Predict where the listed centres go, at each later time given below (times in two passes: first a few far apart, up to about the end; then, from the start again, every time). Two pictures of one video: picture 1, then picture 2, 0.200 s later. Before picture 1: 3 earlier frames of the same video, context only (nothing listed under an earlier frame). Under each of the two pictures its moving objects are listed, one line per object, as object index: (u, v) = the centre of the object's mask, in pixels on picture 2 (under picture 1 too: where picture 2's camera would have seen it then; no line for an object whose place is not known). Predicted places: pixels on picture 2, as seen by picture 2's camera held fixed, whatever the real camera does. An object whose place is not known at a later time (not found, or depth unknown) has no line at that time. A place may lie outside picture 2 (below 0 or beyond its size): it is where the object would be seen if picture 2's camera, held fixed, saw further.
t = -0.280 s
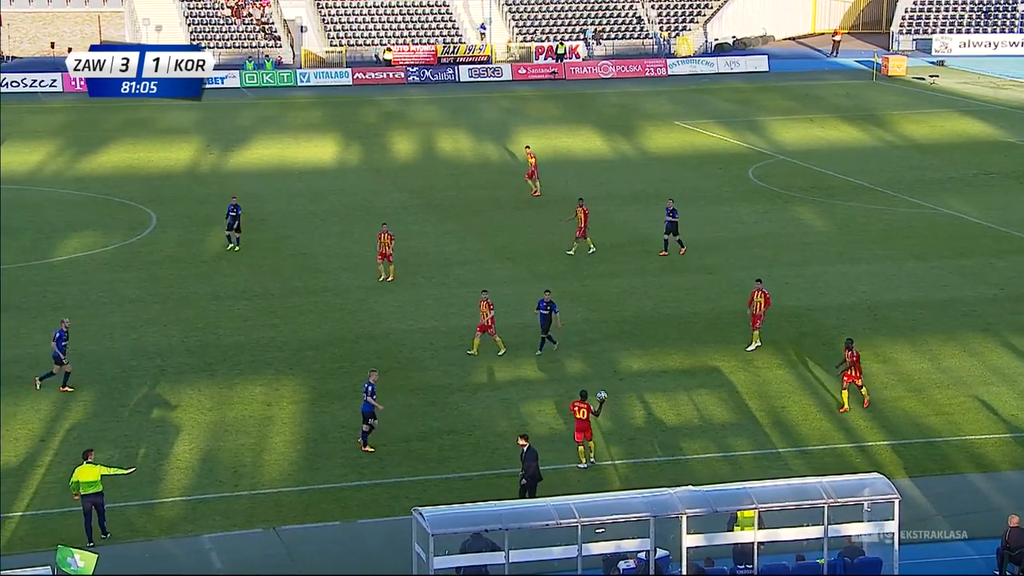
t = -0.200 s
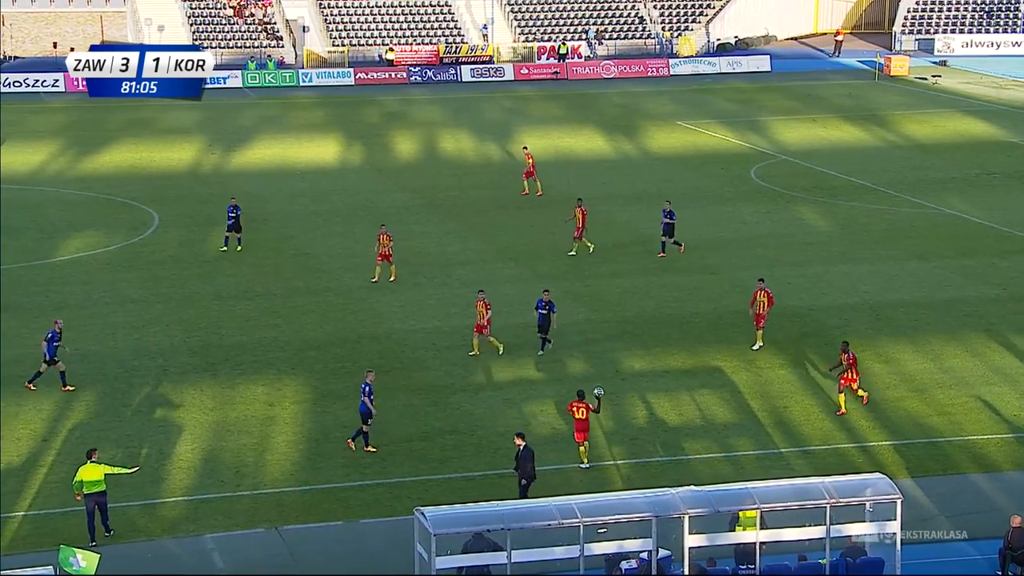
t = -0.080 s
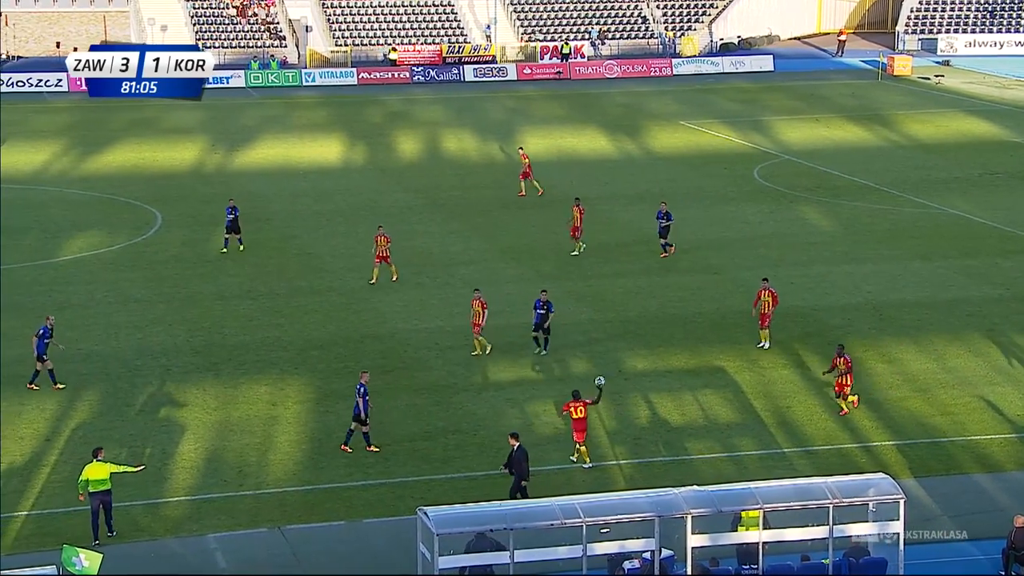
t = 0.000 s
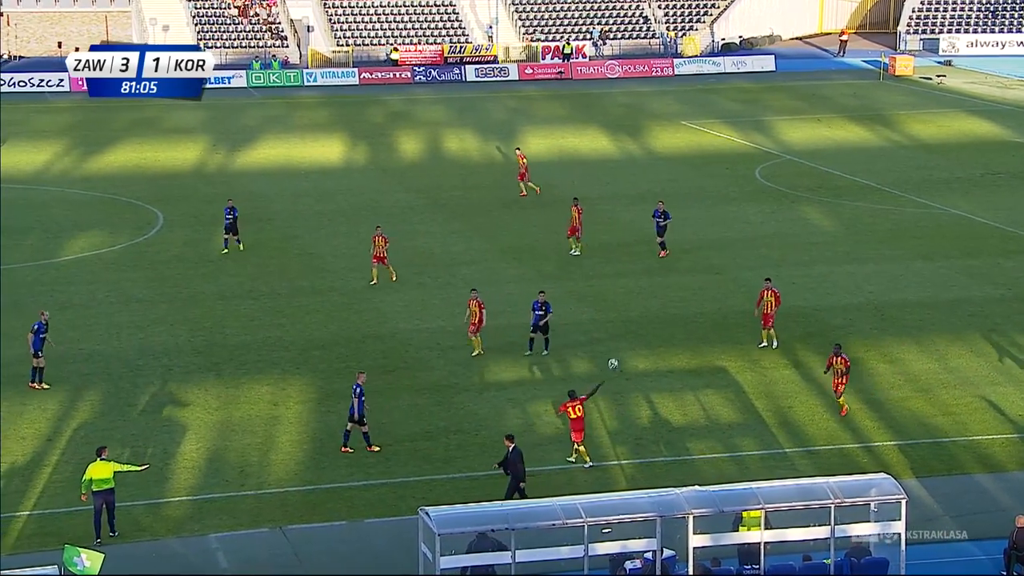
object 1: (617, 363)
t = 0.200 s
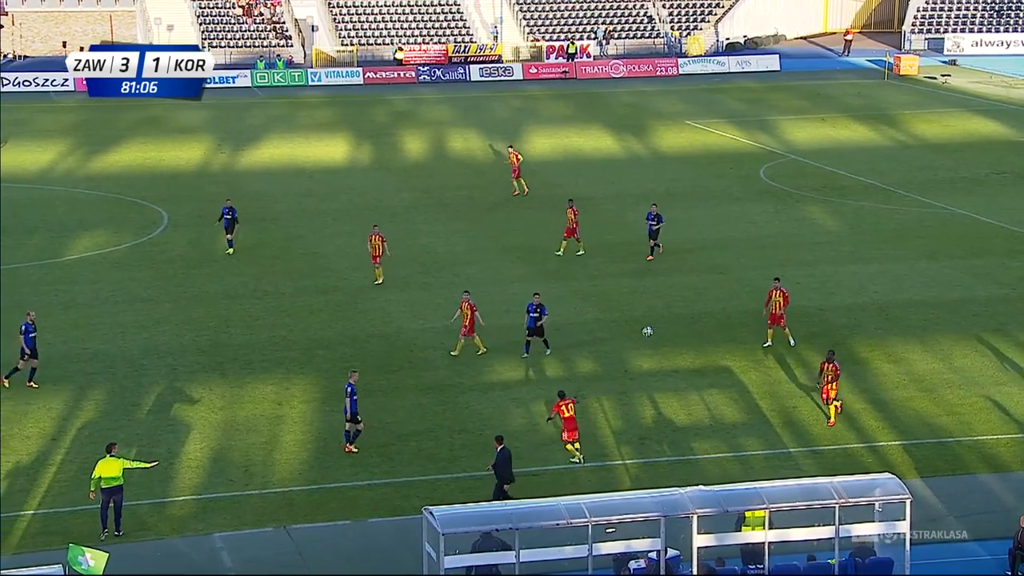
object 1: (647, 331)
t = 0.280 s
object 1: (659, 324)
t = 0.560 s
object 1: (698, 321)
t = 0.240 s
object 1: (653, 327)
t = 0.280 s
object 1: (659, 324)
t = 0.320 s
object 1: (665, 321)
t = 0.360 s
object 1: (670, 319)
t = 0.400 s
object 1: (676, 319)
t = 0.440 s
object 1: (682, 318)
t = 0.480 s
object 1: (688, 319)
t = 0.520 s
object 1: (694, 319)
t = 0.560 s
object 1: (698, 321)
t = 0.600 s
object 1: (704, 323)
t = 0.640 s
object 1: (710, 327)
